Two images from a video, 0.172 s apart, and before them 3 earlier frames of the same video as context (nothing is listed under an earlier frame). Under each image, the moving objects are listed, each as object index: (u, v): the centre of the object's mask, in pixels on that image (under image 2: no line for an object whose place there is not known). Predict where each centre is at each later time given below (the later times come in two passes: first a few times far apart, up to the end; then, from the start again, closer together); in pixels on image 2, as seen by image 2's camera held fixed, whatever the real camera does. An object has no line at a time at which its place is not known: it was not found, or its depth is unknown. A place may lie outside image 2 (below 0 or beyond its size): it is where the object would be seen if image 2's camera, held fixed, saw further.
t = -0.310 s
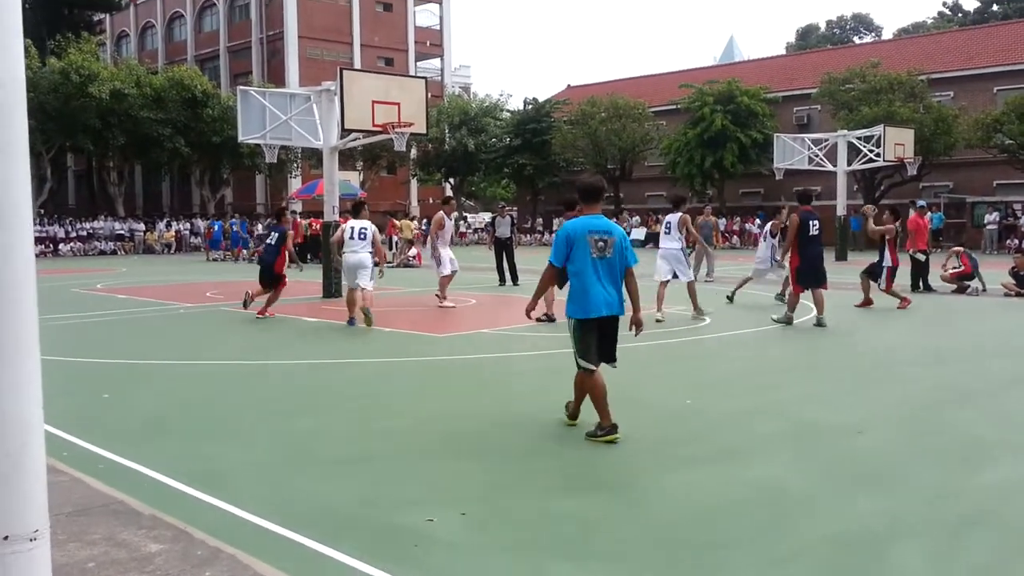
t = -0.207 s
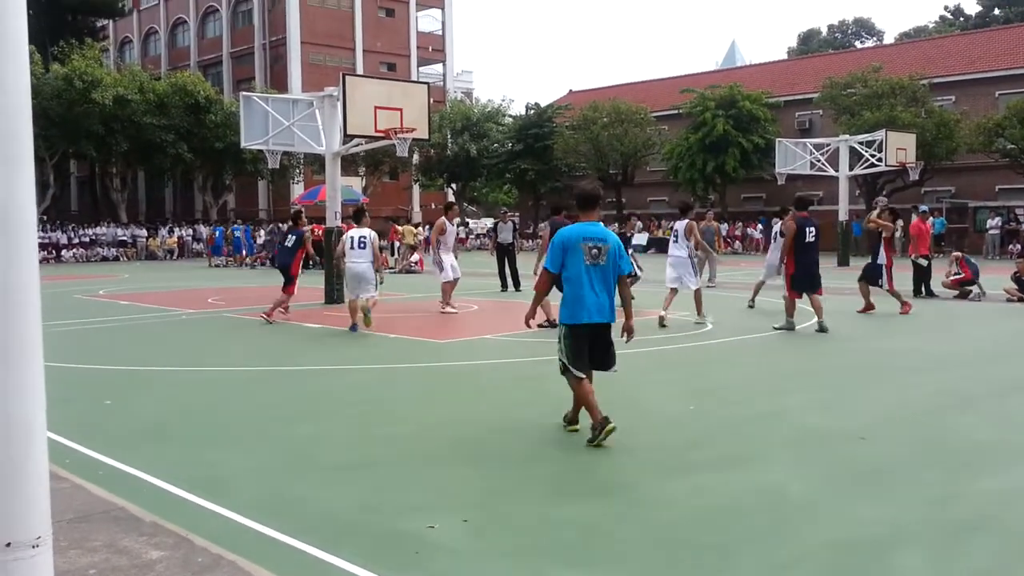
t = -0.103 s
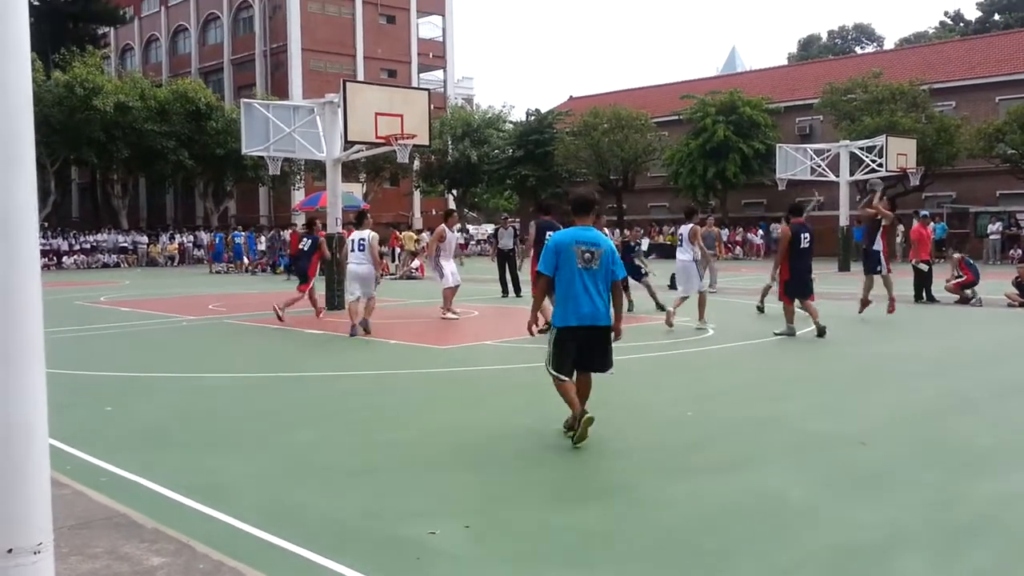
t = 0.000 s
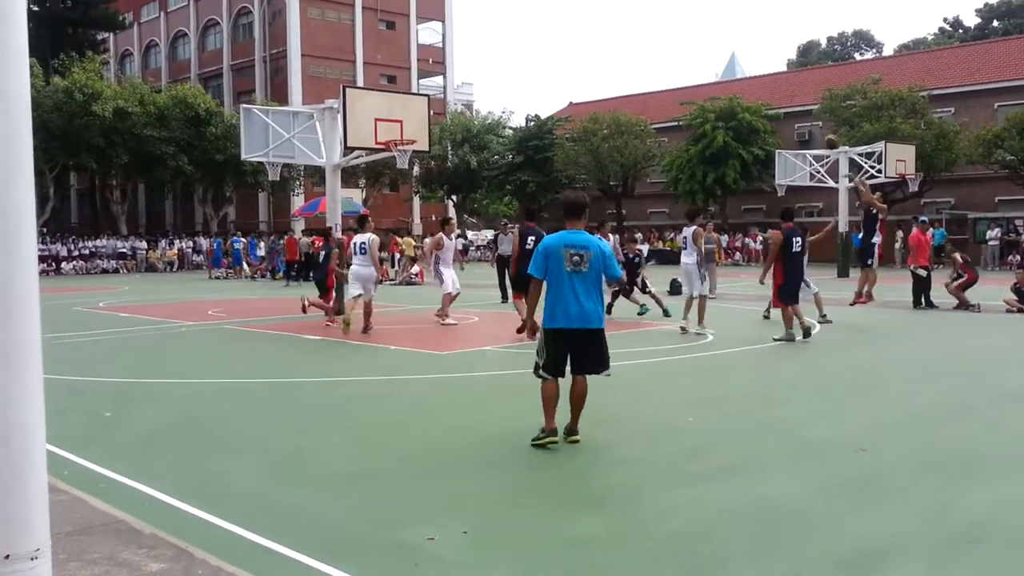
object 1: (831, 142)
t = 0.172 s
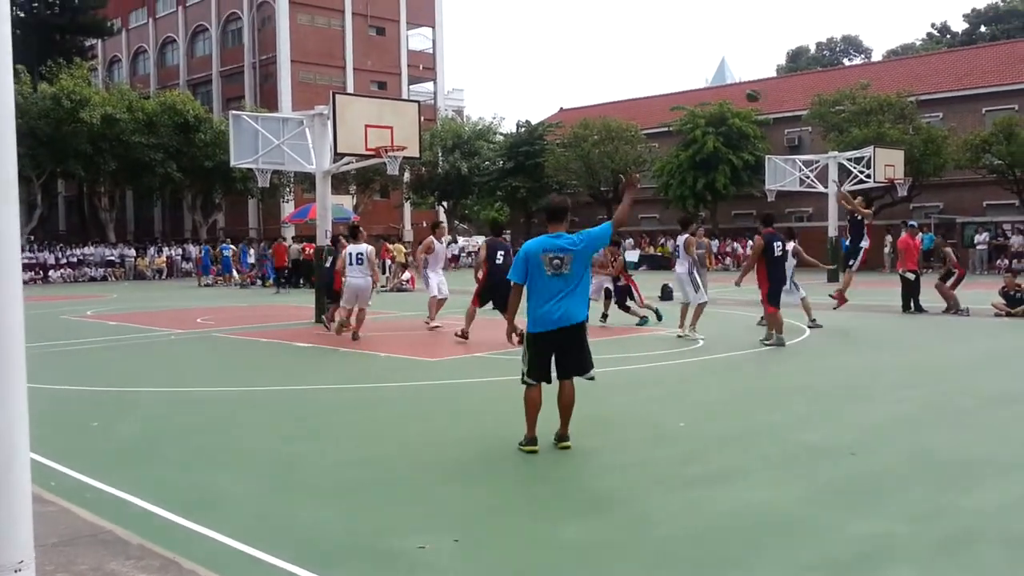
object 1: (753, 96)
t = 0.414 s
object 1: (662, 51)
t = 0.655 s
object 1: (576, 40)
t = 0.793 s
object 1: (528, 49)
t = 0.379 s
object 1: (675, 55)
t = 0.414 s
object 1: (662, 51)
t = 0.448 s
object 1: (649, 47)
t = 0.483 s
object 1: (637, 44)
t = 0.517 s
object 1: (624, 42)
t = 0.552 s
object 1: (612, 41)
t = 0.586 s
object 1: (600, 40)
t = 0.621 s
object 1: (588, 40)
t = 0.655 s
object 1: (576, 40)
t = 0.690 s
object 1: (563, 41)
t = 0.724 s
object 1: (551, 43)
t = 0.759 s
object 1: (539, 46)
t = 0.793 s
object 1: (528, 49)
